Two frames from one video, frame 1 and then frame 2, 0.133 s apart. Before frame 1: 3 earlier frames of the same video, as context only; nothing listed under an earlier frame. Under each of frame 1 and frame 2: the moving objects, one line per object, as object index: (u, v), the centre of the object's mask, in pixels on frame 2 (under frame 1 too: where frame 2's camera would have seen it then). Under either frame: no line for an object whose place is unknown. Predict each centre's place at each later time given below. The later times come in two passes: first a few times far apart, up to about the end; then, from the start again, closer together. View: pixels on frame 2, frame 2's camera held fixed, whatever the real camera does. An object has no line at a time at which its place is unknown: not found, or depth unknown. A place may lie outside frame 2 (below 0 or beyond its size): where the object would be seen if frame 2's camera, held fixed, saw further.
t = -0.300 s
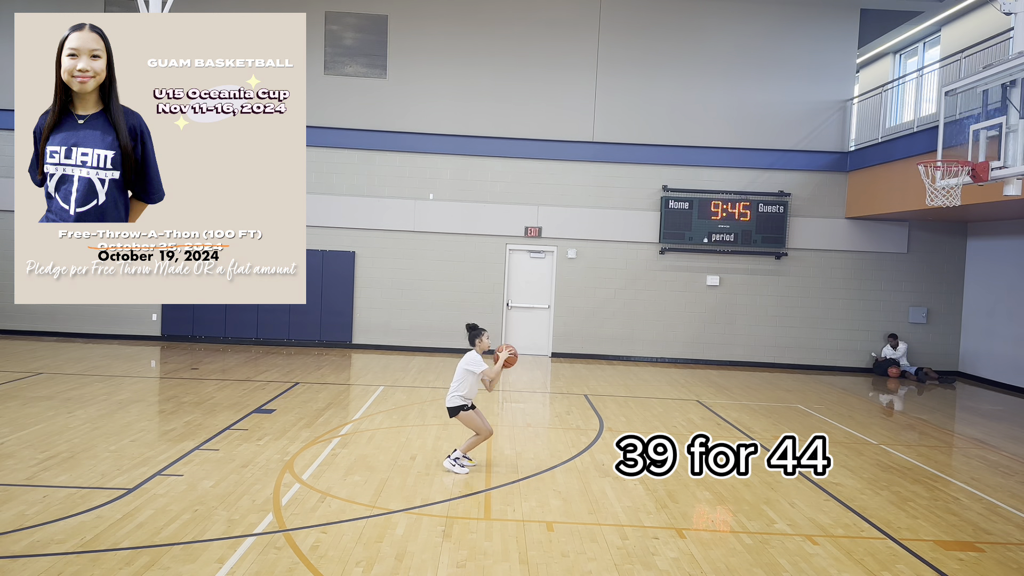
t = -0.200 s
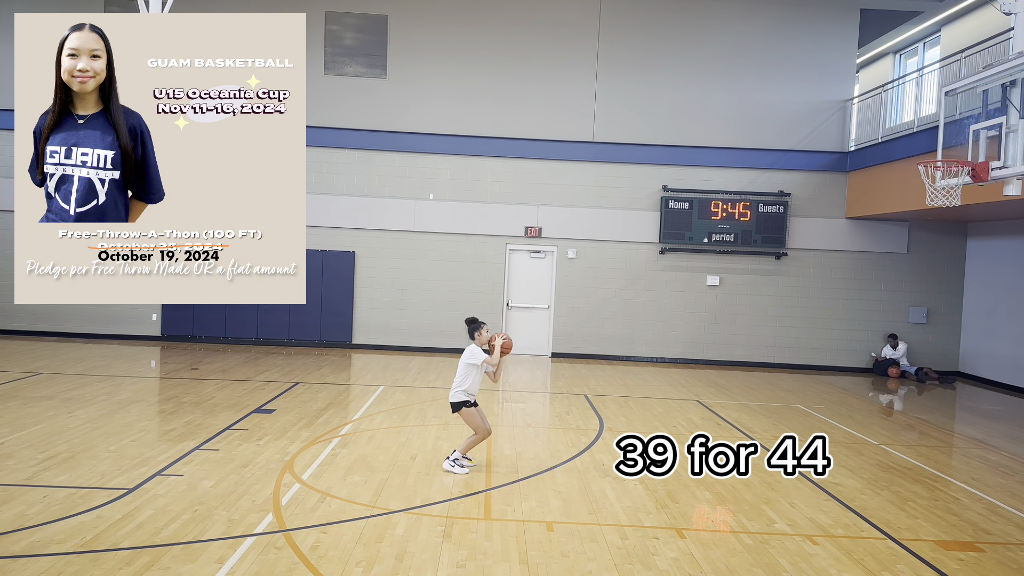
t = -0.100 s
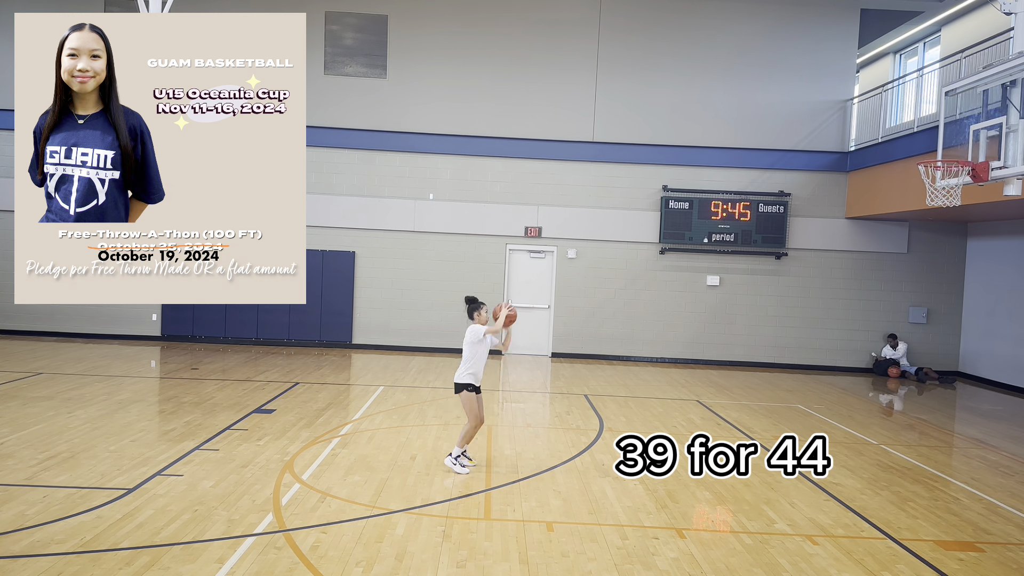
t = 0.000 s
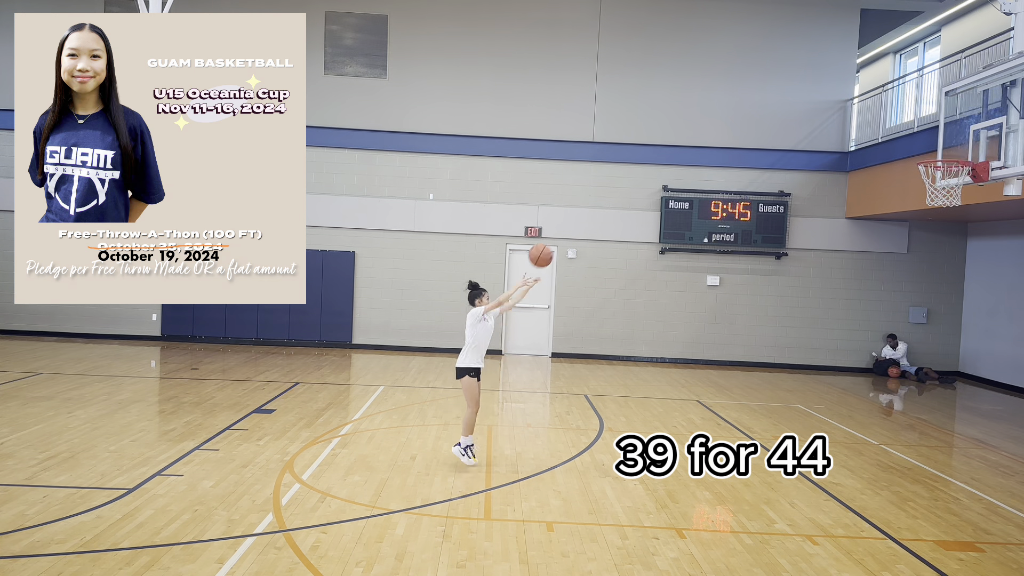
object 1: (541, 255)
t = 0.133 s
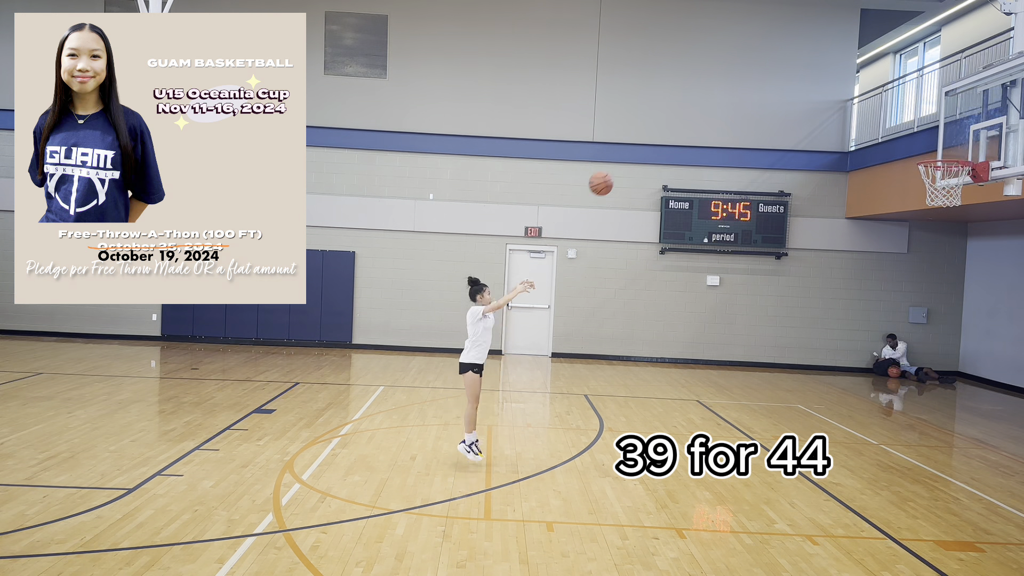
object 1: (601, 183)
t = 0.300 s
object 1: (674, 119)
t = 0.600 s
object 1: (799, 77)
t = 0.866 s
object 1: (900, 120)
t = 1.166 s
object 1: (957, 216)
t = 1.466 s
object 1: (959, 363)
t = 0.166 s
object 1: (616, 168)
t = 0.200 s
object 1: (631, 154)
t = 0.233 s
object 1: (645, 141)
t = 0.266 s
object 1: (660, 130)
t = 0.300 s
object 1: (674, 119)
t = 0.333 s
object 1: (689, 110)
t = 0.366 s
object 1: (703, 101)
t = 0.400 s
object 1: (717, 94)
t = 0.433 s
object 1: (731, 88)
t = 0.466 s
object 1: (745, 84)
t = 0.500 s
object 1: (759, 80)
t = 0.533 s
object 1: (772, 78)
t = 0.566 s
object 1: (786, 77)
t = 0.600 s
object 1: (799, 77)
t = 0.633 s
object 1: (812, 78)
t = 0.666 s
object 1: (825, 81)
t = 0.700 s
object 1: (838, 85)
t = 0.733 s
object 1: (851, 89)
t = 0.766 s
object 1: (863, 95)
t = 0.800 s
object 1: (876, 102)
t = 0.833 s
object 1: (888, 110)
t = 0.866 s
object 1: (900, 120)
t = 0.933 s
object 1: (924, 141)
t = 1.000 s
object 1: (948, 169)
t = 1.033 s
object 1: (950, 175)
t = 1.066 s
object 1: (957, 191)
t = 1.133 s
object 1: (956, 205)
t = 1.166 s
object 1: (957, 216)
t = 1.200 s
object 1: (957, 228)
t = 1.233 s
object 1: (958, 240)
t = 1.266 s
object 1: (959, 254)
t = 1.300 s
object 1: (959, 269)
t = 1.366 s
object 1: (959, 303)
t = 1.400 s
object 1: (959, 322)
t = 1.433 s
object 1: (959, 342)
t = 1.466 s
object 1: (959, 363)
